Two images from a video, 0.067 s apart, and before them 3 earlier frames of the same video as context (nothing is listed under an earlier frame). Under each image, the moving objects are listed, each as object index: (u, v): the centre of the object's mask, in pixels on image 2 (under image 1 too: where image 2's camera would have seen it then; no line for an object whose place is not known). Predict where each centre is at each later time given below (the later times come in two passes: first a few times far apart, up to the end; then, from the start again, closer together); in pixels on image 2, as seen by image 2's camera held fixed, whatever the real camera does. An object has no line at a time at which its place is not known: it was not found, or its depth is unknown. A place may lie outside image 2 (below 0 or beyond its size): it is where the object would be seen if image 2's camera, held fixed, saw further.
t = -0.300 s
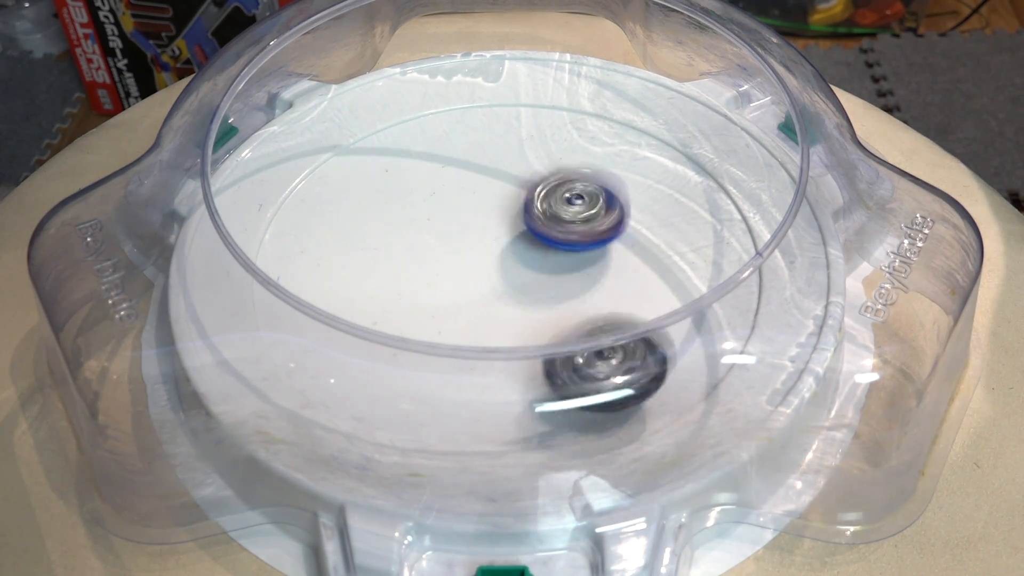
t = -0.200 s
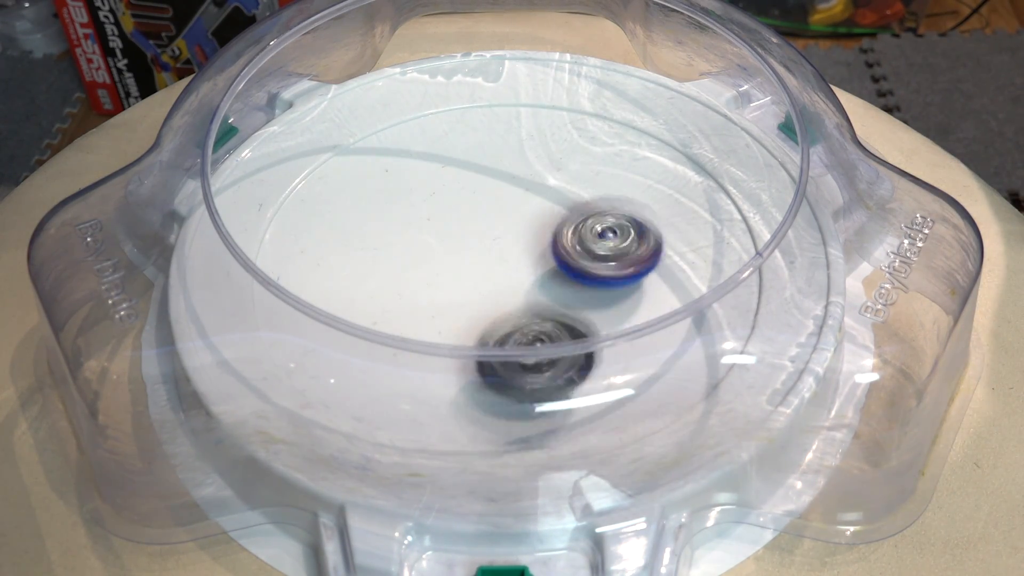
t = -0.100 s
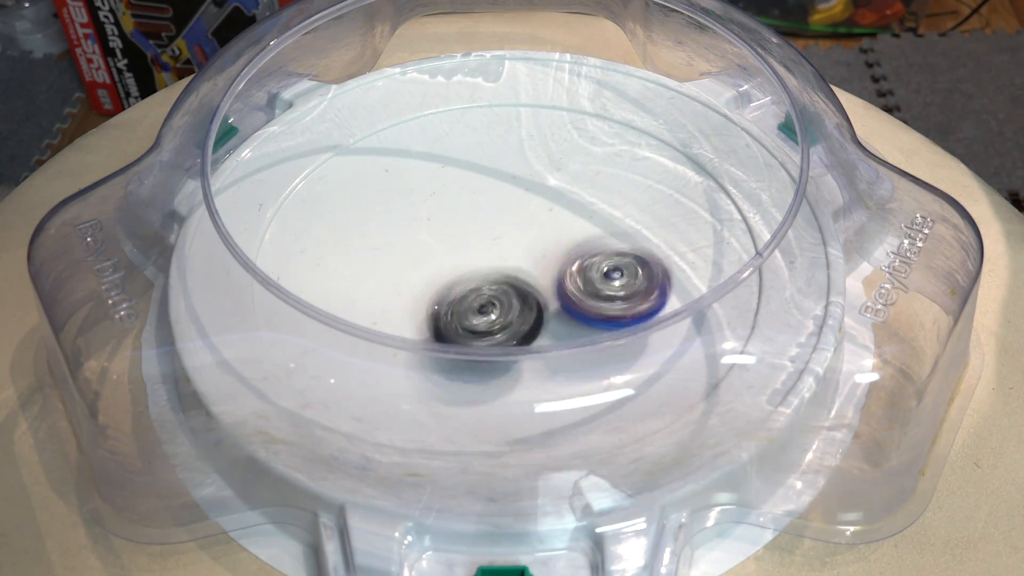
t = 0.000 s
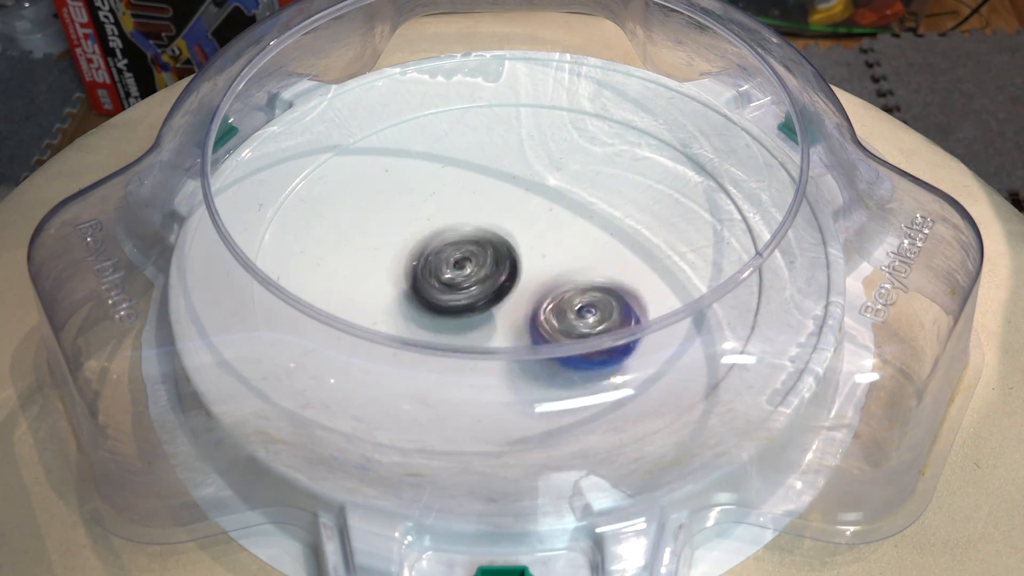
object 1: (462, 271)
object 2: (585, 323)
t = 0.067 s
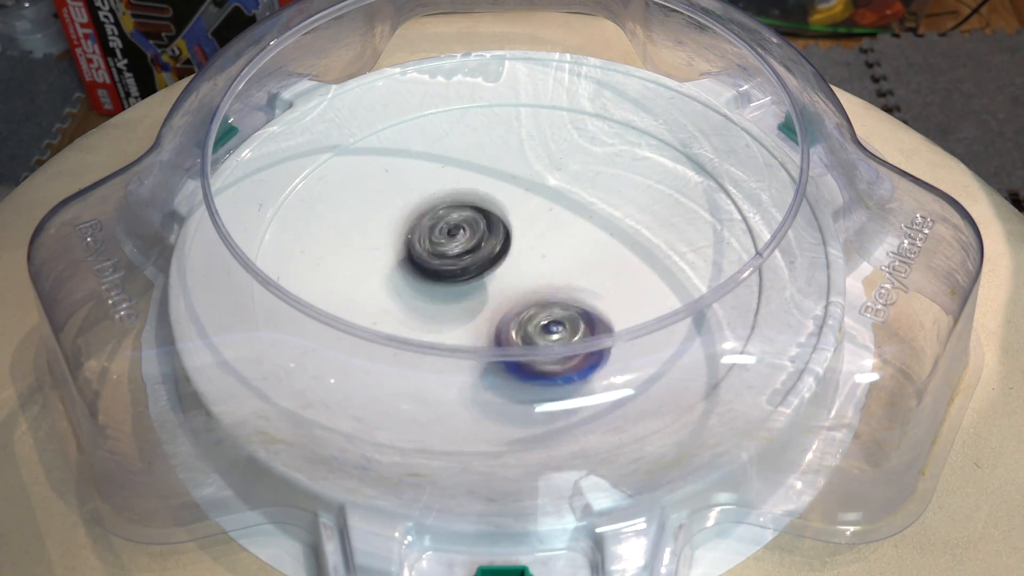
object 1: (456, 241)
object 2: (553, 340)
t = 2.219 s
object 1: (451, 317)
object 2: (568, 243)
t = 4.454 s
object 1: (416, 309)
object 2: (472, 151)
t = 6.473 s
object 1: (504, 273)
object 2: (507, 195)
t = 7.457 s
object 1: (504, 273)
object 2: (507, 196)
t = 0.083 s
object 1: (456, 230)
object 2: (543, 342)
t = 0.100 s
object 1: (455, 223)
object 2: (532, 343)
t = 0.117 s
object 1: (455, 215)
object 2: (520, 344)
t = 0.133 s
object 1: (455, 208)
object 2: (510, 345)
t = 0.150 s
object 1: (457, 201)
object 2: (500, 342)
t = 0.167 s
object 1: (459, 193)
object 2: (490, 340)
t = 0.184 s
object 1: (460, 186)
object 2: (480, 336)
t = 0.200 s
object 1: (462, 177)
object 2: (470, 332)
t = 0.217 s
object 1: (463, 170)
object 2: (462, 319)
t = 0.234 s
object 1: (465, 164)
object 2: (454, 317)
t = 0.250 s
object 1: (468, 158)
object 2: (447, 313)
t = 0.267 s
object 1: (475, 153)
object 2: (439, 309)
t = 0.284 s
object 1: (479, 145)
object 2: (433, 304)
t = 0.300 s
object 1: (483, 139)
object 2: (428, 300)
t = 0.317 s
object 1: (488, 133)
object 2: (423, 294)
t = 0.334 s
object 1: (492, 129)
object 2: (420, 288)
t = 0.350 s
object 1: (497, 125)
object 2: (418, 280)
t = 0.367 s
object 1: (503, 122)
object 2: (416, 274)
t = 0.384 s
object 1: (510, 120)
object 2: (417, 265)
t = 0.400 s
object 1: (519, 119)
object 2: (417, 257)
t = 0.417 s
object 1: (527, 118)
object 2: (418, 251)
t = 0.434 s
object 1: (535, 117)
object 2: (419, 244)
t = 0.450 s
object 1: (543, 117)
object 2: (421, 238)
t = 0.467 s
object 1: (550, 120)
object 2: (424, 232)
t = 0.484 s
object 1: (556, 123)
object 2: (428, 225)
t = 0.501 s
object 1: (562, 129)
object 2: (433, 217)
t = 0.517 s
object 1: (568, 135)
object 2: (437, 211)
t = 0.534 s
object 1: (575, 144)
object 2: (442, 206)
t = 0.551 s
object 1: (579, 150)
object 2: (447, 202)
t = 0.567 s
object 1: (582, 157)
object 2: (454, 198)
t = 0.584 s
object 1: (582, 165)
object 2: (461, 194)
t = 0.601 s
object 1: (582, 174)
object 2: (467, 191)
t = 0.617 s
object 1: (586, 181)
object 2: (468, 187)
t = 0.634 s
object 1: (593, 190)
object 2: (465, 186)
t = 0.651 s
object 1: (599, 198)
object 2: (462, 181)
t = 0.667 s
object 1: (604, 208)
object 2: (460, 180)
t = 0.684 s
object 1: (608, 215)
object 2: (459, 181)
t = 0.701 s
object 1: (610, 225)
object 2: (458, 179)
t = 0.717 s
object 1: (611, 233)
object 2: (459, 178)
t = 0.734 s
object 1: (611, 240)
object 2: (460, 177)
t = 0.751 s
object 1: (609, 248)
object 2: (461, 177)
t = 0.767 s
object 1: (606, 256)
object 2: (463, 176)
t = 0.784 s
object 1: (603, 262)
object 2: (466, 173)
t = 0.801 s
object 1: (599, 269)
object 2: (468, 174)
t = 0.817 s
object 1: (595, 277)
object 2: (471, 174)
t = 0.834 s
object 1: (590, 284)
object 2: (474, 175)
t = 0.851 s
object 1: (584, 290)
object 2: (476, 178)
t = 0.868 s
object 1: (576, 295)
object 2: (480, 181)
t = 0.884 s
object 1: (569, 300)
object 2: (482, 185)
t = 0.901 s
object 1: (563, 303)
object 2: (485, 188)
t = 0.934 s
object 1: (547, 312)
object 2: (490, 199)
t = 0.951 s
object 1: (539, 315)
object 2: (493, 203)
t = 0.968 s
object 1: (531, 318)
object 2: (495, 209)
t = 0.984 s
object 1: (525, 328)
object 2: (494, 217)
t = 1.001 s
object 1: (518, 333)
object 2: (494, 223)
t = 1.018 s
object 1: (511, 336)
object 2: (493, 229)
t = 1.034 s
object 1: (504, 340)
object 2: (492, 235)
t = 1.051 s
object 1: (495, 339)
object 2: (491, 241)
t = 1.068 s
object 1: (487, 340)
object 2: (488, 247)
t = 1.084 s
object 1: (479, 342)
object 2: (486, 253)
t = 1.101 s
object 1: (472, 344)
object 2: (483, 257)
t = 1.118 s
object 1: (463, 346)
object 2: (480, 261)
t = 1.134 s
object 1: (457, 347)
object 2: (476, 262)
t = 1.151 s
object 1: (449, 362)
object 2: (472, 260)
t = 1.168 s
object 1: (440, 368)
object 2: (468, 257)
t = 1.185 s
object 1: (433, 372)
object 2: (464, 255)
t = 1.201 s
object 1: (427, 383)
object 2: (461, 252)
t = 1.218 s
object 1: (420, 383)
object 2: (458, 250)
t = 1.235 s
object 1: (415, 373)
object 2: (456, 247)
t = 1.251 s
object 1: (409, 383)
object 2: (455, 244)
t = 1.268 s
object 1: (403, 382)
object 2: (453, 242)
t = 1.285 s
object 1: (397, 381)
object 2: (453, 239)
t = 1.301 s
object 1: (393, 380)
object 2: (453, 237)
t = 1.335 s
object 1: (382, 376)
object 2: (455, 233)
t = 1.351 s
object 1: (378, 374)
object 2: (458, 231)
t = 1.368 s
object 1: (373, 372)
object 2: (460, 229)
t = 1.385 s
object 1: (368, 369)
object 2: (463, 228)
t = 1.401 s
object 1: (369, 358)
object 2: (466, 227)
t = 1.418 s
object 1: (367, 352)
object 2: (471, 226)
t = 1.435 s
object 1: (369, 346)
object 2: (474, 226)
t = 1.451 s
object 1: (368, 342)
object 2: (478, 226)
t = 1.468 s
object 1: (375, 331)
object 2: (482, 227)
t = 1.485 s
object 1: (381, 322)
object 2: (487, 228)
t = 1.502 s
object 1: (387, 315)
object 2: (490, 229)
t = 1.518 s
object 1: (395, 305)
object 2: (495, 231)
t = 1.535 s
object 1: (401, 302)
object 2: (499, 233)
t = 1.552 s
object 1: (408, 299)
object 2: (503, 236)
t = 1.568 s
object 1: (417, 294)
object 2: (507, 239)
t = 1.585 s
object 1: (420, 292)
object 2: (515, 236)
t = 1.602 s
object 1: (418, 296)
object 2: (528, 231)
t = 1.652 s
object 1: (420, 296)
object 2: (561, 216)
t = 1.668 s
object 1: (425, 296)
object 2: (570, 213)
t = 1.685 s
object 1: (430, 295)
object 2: (579, 211)
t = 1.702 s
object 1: (437, 295)
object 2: (585, 211)
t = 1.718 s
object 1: (444, 294)
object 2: (591, 212)
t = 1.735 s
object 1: (452, 293)
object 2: (597, 212)
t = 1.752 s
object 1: (460, 293)
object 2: (600, 214)
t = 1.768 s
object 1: (468, 293)
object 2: (604, 217)
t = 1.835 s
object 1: (501, 293)
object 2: (618, 230)
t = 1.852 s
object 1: (509, 294)
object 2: (620, 235)
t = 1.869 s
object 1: (518, 295)
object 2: (621, 240)
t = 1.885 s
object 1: (523, 296)
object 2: (624, 243)
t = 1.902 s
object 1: (526, 299)
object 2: (627, 245)
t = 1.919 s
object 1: (528, 302)
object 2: (629, 248)
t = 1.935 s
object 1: (530, 305)
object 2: (631, 251)
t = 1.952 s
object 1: (531, 308)
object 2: (632, 253)
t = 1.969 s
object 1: (532, 311)
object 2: (631, 257)
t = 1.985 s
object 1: (531, 313)
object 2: (630, 260)
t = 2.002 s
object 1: (531, 314)
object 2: (626, 262)
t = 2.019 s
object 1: (529, 316)
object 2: (623, 266)
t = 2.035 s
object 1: (526, 317)
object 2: (619, 268)
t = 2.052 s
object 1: (520, 328)
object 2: (617, 266)
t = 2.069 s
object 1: (514, 332)
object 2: (613, 264)
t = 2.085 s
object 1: (507, 336)
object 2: (609, 262)
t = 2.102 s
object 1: (499, 339)
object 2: (605, 261)
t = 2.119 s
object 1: (492, 341)
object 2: (600, 259)
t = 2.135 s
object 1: (483, 340)
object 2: (595, 256)
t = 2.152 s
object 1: (477, 338)
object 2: (589, 254)
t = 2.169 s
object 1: (469, 336)
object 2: (584, 252)
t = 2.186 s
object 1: (461, 334)
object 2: (578, 248)
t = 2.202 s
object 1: (455, 330)
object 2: (572, 246)
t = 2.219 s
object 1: (451, 317)
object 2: (568, 243)
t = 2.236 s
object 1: (446, 314)
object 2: (562, 240)
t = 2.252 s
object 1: (441, 311)
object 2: (557, 236)
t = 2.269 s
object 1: (439, 308)
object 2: (551, 233)
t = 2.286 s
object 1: (438, 304)
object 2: (546, 231)
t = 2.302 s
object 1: (437, 300)
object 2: (542, 227)
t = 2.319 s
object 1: (437, 297)
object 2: (536, 224)
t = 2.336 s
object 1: (436, 292)
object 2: (534, 222)
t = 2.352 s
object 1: (437, 285)
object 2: (529, 219)
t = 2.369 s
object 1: (439, 280)
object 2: (524, 217)
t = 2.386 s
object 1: (442, 274)
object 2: (520, 213)
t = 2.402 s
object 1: (444, 270)
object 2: (517, 207)
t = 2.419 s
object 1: (434, 285)
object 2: (522, 183)
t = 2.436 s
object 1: (424, 298)
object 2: (531, 162)
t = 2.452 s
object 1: (418, 303)
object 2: (539, 143)
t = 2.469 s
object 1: (411, 306)
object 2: (544, 125)
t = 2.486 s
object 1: (402, 325)
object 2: (549, 107)
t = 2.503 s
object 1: (397, 334)
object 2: (555, 92)
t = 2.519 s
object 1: (395, 337)
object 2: (560, 80)
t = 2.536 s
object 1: (386, 347)
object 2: (563, 74)
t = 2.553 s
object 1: (387, 347)
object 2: (567, 70)
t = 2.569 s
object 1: (386, 353)
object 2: (568, 65)
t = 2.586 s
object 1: (384, 358)
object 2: (572, 63)
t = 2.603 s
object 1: (381, 354)
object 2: (575, 61)
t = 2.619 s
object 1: (383, 353)
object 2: (576, 60)
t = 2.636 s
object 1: (385, 355)
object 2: (578, 57)
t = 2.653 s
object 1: (383, 355)
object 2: (579, 58)
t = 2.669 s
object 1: (381, 352)
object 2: (579, 58)
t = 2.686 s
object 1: (384, 347)
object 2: (579, 58)
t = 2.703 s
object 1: (387, 347)
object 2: (578, 57)
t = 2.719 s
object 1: (385, 347)
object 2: (578, 59)
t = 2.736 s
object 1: (386, 347)
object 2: (576, 60)
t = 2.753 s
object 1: (390, 337)
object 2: (574, 60)
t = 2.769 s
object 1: (393, 337)
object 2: (572, 63)
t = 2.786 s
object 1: (393, 334)
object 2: (569, 65)
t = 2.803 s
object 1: (397, 329)
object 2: (567, 67)
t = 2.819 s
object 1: (406, 326)
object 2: (563, 69)
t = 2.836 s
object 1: (409, 322)
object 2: (557, 71)
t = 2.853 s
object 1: (416, 312)
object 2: (553, 76)
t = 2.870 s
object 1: (423, 309)
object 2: (551, 80)
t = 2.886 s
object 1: (430, 310)
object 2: (546, 87)
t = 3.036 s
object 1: (492, 277)
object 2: (512, 166)
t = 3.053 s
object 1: (500, 273)
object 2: (509, 177)
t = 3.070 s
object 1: (506, 272)
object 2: (504, 188)
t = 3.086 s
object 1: (523, 281)
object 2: (491, 183)
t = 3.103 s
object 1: (546, 293)
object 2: (474, 173)
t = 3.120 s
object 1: (564, 304)
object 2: (457, 160)
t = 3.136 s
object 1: (584, 308)
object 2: (441, 152)
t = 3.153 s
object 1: (607, 327)
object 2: (424, 146)
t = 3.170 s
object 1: (619, 331)
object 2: (410, 138)
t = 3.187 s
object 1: (638, 344)
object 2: (396, 131)
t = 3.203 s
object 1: (651, 350)
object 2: (383, 130)
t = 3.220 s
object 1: (668, 360)
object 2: (375, 124)
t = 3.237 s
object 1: (675, 361)
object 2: (366, 125)
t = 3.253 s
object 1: (679, 364)
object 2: (362, 125)
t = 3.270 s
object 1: (685, 362)
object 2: (357, 130)
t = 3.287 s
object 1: (685, 364)
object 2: (357, 136)
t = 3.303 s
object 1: (685, 362)
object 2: (357, 141)
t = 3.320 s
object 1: (681, 363)
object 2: (358, 150)
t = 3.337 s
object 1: (679, 361)
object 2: (359, 156)
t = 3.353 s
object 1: (677, 360)
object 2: (363, 165)
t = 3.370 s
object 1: (672, 360)
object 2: (366, 171)
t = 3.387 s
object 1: (666, 359)
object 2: (370, 181)
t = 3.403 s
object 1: (664, 357)
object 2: (376, 188)
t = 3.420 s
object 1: (657, 358)
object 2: (382, 198)
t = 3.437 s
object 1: (646, 346)
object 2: (390, 205)
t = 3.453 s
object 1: (642, 339)
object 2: (395, 213)
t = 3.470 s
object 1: (633, 341)
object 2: (404, 222)
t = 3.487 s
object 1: (626, 329)
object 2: (410, 231)
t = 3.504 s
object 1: (618, 322)
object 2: (422, 242)
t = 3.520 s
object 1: (611, 315)
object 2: (429, 251)
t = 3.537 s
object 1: (604, 304)
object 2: (442, 262)
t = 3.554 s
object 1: (595, 300)
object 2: (451, 270)
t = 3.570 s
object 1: (590, 298)
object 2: (463, 280)
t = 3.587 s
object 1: (583, 294)
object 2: (473, 289)
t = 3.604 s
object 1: (596, 287)
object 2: (469, 298)
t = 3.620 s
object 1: (605, 276)
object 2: (465, 300)
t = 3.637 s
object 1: (613, 269)
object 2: (458, 303)
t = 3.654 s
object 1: (621, 257)
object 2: (450, 312)
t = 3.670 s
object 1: (625, 250)
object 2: (449, 337)
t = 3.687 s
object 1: (631, 241)
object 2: (446, 346)
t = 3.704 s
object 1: (630, 234)
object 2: (449, 361)
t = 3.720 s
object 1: (632, 229)
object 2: (451, 381)
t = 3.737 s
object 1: (630, 222)
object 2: (453, 383)
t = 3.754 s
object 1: (627, 220)
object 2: (458, 389)
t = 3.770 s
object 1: (624, 214)
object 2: (460, 391)
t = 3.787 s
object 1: (619, 215)
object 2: (464, 394)
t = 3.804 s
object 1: (615, 211)
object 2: (471, 396)
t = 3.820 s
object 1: (608, 211)
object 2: (480, 396)
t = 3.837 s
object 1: (605, 210)
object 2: (483, 398)
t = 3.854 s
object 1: (597, 209)
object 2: (489, 401)
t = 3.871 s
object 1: (591, 208)
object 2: (502, 400)
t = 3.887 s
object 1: (583, 207)
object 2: (509, 397)
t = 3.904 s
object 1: (575, 208)
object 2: (516, 395)
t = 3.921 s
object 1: (567, 207)
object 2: (525, 391)
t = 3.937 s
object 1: (558, 209)
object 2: (532, 390)
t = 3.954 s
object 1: (548, 208)
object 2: (536, 386)
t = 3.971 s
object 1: (538, 210)
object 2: (541, 383)
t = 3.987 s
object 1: (529, 212)
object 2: (548, 381)
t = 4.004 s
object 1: (519, 212)
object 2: (557, 365)
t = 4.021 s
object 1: (509, 215)
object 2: (562, 358)
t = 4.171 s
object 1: (425, 243)
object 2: (582, 269)
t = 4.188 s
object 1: (419, 248)
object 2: (580, 261)
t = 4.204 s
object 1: (411, 251)
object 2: (578, 251)
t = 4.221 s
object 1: (407, 257)
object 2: (574, 241)
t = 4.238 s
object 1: (402, 260)
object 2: (570, 233)
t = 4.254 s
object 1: (398, 265)
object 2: (566, 225)
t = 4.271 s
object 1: (397, 269)
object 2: (562, 216)
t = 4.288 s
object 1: (393, 272)
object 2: (555, 209)
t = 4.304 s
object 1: (393, 279)
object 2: (550, 202)
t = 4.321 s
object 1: (393, 282)
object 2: (543, 194)
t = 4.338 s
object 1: (392, 286)
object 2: (535, 187)
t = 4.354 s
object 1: (395, 291)
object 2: (527, 182)
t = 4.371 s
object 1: (395, 293)
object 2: (519, 175)
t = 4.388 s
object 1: (398, 296)
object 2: (509, 169)
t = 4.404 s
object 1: (403, 300)
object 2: (500, 165)
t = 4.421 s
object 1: (404, 302)
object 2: (491, 160)
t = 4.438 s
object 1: (411, 306)
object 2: (481, 155)
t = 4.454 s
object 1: (416, 309)
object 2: (472, 151)
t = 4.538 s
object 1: (454, 319)
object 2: (429, 145)
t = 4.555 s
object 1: (459, 320)
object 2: (422, 146)
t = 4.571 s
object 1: (471, 320)
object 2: (416, 147)
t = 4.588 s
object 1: (481, 319)
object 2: (410, 150)
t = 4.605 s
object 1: (487, 320)
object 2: (403, 153)
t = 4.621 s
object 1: (499, 318)
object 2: (399, 158)
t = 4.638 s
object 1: (509, 315)
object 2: (396, 163)
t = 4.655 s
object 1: (516, 315)
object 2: (392, 167)
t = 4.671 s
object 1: (528, 312)
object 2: (389, 173)
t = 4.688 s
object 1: (537, 307)
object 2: (387, 181)
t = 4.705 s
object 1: (544, 306)
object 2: (386, 187)
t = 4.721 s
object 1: (555, 302)
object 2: (384, 194)
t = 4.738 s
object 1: (561, 295)
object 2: (384, 203)
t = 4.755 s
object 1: (568, 291)
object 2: (387, 212)
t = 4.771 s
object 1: (575, 285)
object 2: (389, 220)
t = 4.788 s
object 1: (579, 277)
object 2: (391, 228)
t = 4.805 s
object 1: (583, 272)
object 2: (395, 238)
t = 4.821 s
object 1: (589, 266)
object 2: (401, 247)
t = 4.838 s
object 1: (590, 258)
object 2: (405, 255)
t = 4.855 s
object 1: (591, 253)
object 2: (411, 261)
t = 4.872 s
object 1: (593, 246)
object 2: (421, 271)
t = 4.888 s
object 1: (592, 238)
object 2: (429, 280)
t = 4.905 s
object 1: (592, 233)
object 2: (436, 287)
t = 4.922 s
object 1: (592, 228)
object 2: (447, 292)
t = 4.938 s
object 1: (590, 220)
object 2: (459, 300)
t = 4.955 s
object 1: (587, 215)
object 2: (469, 306)
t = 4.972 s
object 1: (585, 212)
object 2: (479, 311)
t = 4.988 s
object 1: (581, 206)
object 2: (493, 314)
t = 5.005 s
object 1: (575, 202)
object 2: (503, 317)
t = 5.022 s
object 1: (572, 199)
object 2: (512, 318)
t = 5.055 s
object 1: (559, 193)
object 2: (532, 319)
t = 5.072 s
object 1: (554, 191)
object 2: (549, 329)
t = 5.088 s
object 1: (548, 188)
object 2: (558, 333)
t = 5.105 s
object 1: (540, 187)
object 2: (566, 337)
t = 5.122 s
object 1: (532, 186)
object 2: (577, 341)
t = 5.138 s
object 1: (526, 185)
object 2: (585, 339)
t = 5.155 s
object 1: (518, 185)
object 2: (592, 351)
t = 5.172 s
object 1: (511, 186)
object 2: (601, 349)
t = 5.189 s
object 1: (504, 187)
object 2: (607, 348)
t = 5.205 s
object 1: (496, 189)
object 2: (613, 349)
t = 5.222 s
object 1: (489, 192)
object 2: (618, 350)
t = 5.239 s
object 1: (481, 194)
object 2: (618, 352)
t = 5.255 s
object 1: (473, 196)
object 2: (624, 351)
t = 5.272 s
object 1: (466, 201)
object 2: (627, 356)
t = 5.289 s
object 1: (460, 206)
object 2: (622, 357)
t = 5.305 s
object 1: (453, 210)
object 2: (621, 352)
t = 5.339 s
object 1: (443, 220)
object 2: (620, 345)
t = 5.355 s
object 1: (439, 226)
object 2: (617, 345)
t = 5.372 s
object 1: (434, 231)
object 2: (616, 332)
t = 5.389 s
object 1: (430, 237)
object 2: (614, 332)
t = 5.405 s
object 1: (428, 244)
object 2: (609, 328)
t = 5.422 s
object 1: (427, 250)
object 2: (604, 323)
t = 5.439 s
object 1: (425, 256)
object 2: (598, 320)
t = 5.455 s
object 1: (425, 264)
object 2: (592, 317)
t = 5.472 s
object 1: (427, 270)
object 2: (587, 304)
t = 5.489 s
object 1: (429, 277)
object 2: (580, 301)
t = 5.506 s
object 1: (429, 284)
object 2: (573, 298)
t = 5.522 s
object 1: (433, 290)
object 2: (563, 296)
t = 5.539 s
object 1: (437, 296)
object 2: (553, 294)
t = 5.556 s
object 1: (441, 301)
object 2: (546, 289)
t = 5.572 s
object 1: (444, 305)
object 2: (541, 281)
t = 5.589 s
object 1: (448, 310)
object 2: (536, 270)
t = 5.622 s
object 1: (452, 319)
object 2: (526, 250)
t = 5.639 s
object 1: (452, 321)
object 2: (523, 241)
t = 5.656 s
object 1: (456, 333)
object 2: (520, 230)
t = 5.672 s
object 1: (466, 339)
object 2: (519, 221)
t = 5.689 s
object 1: (473, 343)
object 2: (519, 212)
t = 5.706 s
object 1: (479, 346)
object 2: (518, 205)
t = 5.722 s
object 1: (485, 347)
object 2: (518, 198)
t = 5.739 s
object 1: (493, 347)
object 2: (518, 192)
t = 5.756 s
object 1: (504, 346)
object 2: (519, 187)
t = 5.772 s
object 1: (513, 346)
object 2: (521, 184)
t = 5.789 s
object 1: (520, 346)
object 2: (523, 181)
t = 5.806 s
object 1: (526, 346)
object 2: (525, 180)
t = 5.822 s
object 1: (534, 345)
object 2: (528, 179)
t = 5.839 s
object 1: (544, 343)
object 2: (530, 179)
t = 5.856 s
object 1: (550, 338)
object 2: (533, 179)
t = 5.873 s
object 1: (557, 334)
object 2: (536, 179)
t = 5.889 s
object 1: (560, 329)
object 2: (538, 179)
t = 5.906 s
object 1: (563, 318)
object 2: (540, 179)
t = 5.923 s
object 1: (567, 314)
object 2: (542, 180)
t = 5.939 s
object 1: (568, 310)
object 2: (544, 180)
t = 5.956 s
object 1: (568, 307)
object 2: (546, 181)
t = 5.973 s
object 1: (567, 305)
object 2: (548, 181)
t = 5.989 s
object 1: (567, 301)
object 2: (550, 182)
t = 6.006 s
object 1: (566, 295)
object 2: (552, 183)
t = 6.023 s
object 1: (567, 287)
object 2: (554, 184)
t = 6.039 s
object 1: (562, 282)
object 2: (556, 185)
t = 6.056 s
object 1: (559, 275)
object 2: (558, 186)
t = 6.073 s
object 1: (557, 270)
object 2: (560, 188)
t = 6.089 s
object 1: (555, 268)
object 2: (561, 187)
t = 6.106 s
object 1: (555, 266)
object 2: (562, 182)
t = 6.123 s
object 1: (553, 264)
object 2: (561, 179)
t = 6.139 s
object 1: (550, 264)
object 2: (559, 180)
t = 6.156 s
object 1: (547, 263)
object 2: (557, 179)
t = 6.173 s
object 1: (545, 263)
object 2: (553, 179)
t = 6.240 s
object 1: (537, 258)
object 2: (538, 178)
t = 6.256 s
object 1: (534, 258)
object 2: (534, 179)
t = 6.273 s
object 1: (531, 256)
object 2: (530, 180)
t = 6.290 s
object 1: (528, 256)
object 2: (529, 181)
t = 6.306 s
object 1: (524, 257)
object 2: (527, 181)
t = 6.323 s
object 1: (520, 257)
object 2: (523, 182)
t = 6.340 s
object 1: (517, 260)
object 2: (517, 185)
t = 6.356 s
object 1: (514, 263)
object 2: (514, 187)
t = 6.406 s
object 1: (507, 269)
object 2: (508, 192)
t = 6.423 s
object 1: (506, 271)
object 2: (507, 194)
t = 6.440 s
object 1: (505, 272)
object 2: (507, 194)
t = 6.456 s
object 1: (504, 273)
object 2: (506, 195)
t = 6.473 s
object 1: (504, 273)
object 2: (507, 195)
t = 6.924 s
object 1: (504, 274)
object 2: (506, 196)
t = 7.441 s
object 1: (504, 274)
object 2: (507, 196)
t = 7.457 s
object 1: (504, 273)
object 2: (507, 196)
